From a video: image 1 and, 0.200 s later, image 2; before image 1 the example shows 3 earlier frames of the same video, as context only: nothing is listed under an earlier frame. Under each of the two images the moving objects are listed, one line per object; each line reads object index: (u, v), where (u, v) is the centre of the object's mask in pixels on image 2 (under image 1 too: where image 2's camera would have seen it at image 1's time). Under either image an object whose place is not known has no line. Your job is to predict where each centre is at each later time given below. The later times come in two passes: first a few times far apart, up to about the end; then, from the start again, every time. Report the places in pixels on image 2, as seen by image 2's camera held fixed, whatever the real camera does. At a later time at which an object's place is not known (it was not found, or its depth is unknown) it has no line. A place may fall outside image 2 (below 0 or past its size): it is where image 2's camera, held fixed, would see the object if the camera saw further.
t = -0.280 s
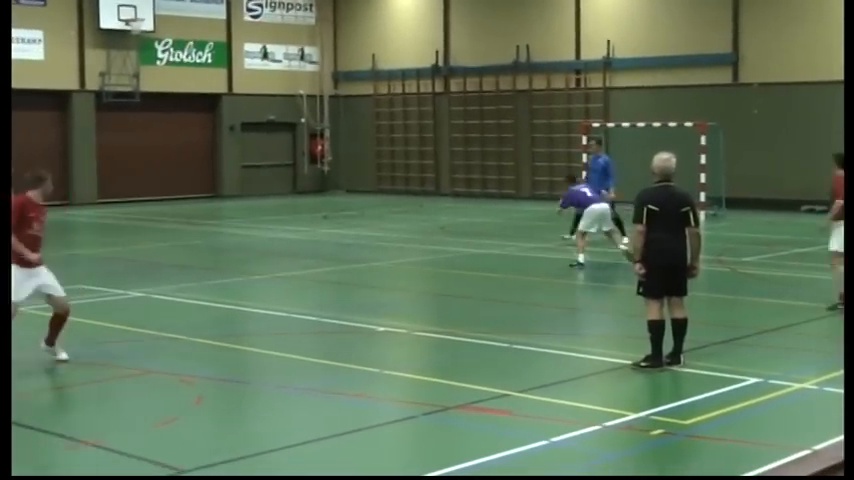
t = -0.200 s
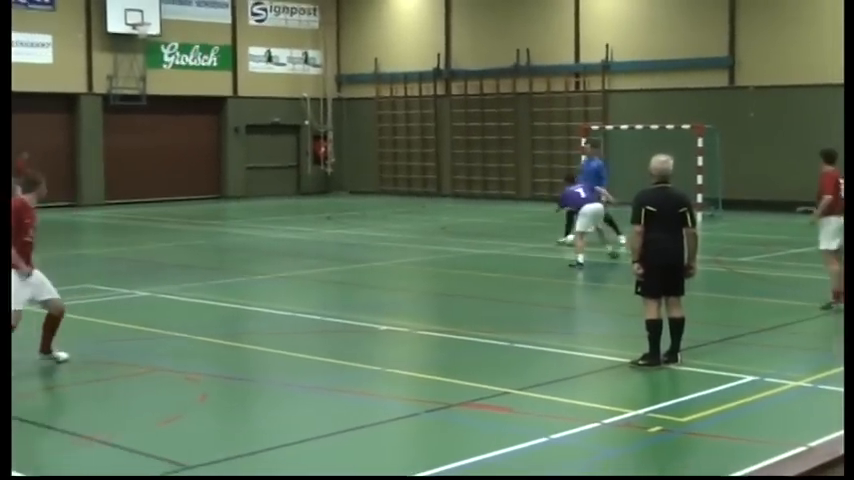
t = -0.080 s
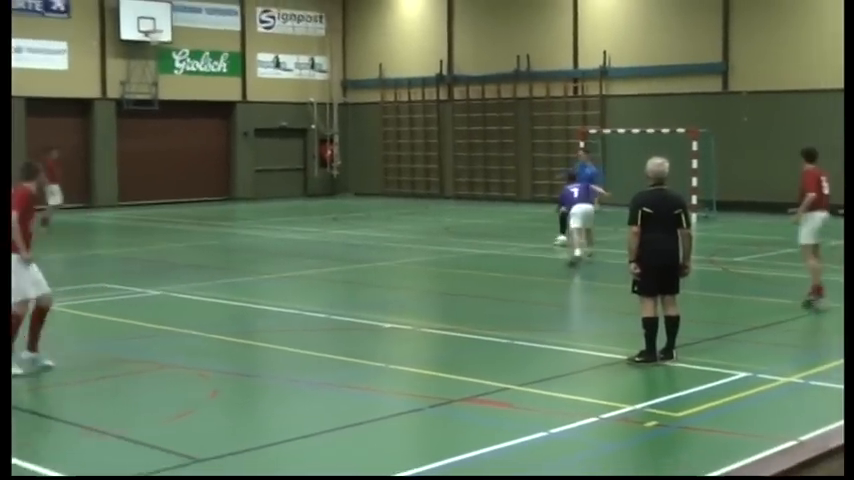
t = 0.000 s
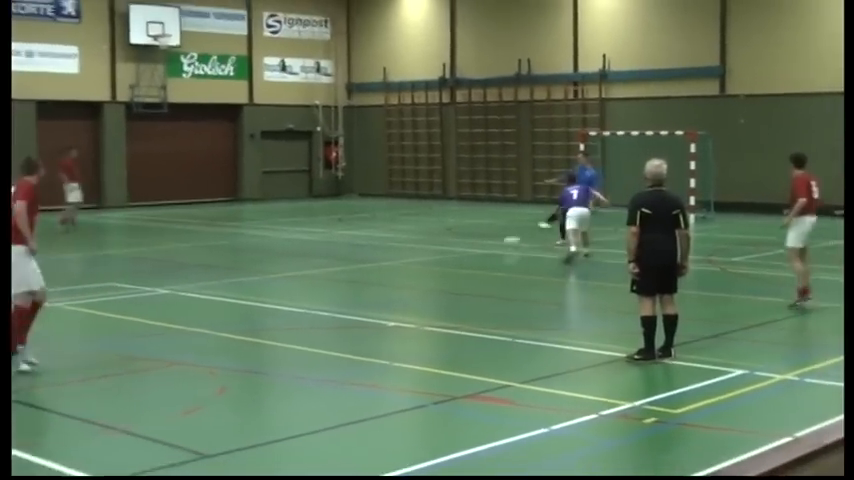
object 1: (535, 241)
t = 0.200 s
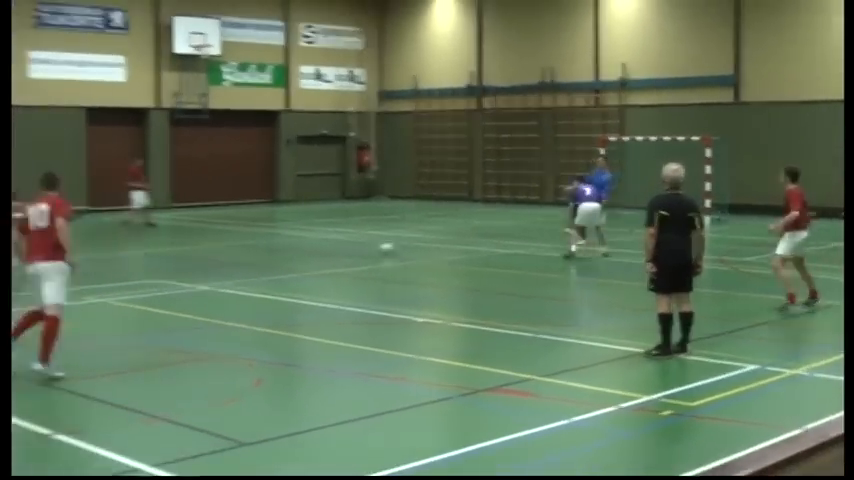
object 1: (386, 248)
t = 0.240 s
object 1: (357, 250)
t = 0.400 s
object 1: (243, 256)
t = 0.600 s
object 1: (108, 259)
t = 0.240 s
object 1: (357, 250)
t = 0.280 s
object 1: (328, 251)
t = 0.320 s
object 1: (300, 253)
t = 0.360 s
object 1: (271, 254)
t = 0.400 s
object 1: (243, 256)
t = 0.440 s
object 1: (215, 256)
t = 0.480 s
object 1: (188, 257)
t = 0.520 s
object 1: (160, 258)
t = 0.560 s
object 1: (135, 258)
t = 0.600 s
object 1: (108, 259)
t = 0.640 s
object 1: (81, 260)
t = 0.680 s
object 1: (54, 263)
